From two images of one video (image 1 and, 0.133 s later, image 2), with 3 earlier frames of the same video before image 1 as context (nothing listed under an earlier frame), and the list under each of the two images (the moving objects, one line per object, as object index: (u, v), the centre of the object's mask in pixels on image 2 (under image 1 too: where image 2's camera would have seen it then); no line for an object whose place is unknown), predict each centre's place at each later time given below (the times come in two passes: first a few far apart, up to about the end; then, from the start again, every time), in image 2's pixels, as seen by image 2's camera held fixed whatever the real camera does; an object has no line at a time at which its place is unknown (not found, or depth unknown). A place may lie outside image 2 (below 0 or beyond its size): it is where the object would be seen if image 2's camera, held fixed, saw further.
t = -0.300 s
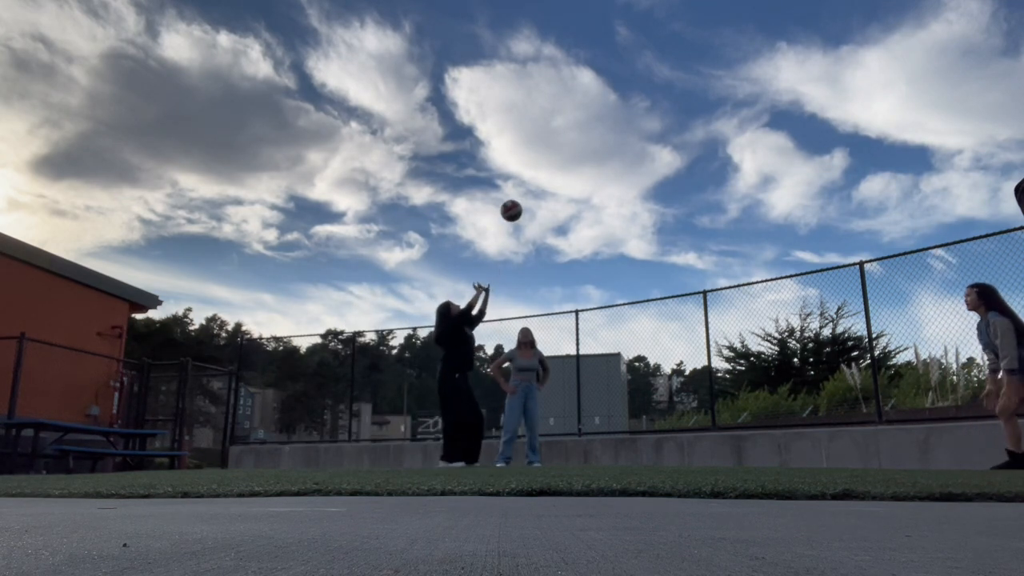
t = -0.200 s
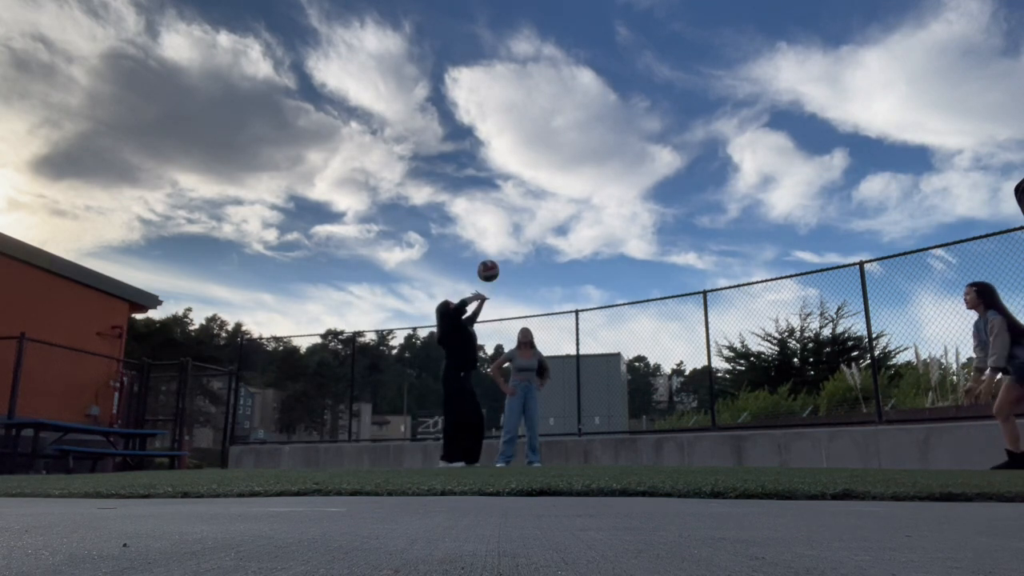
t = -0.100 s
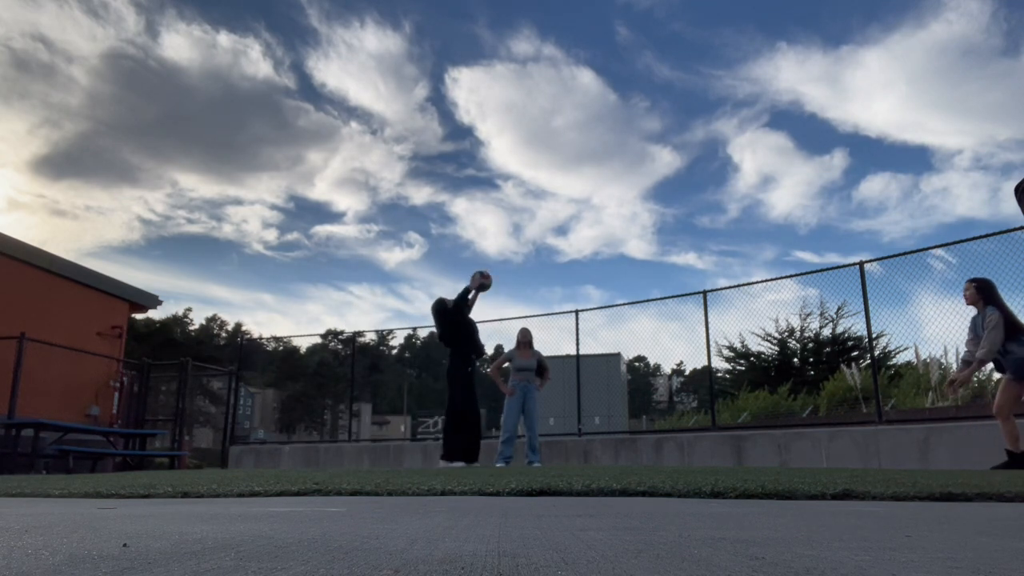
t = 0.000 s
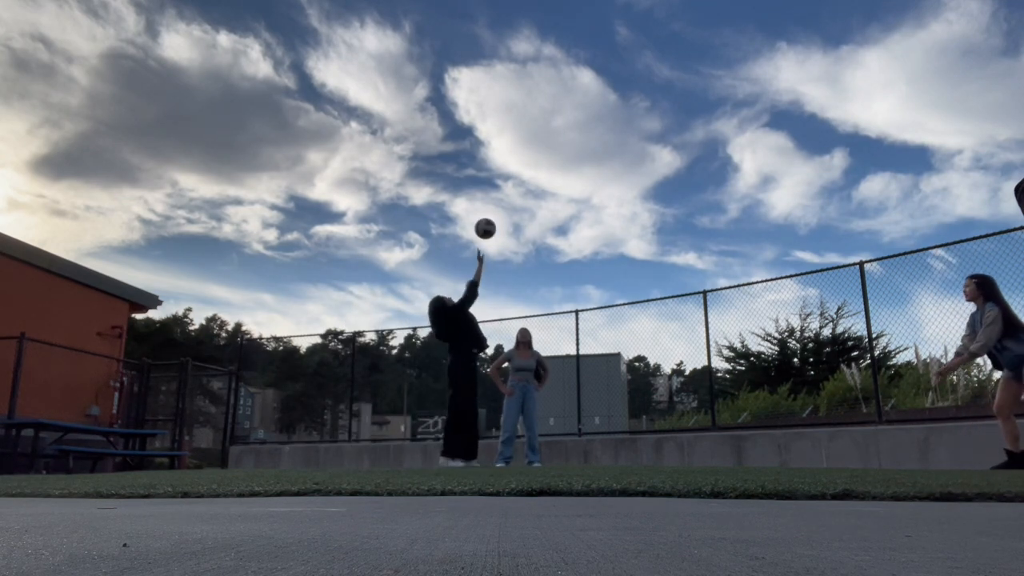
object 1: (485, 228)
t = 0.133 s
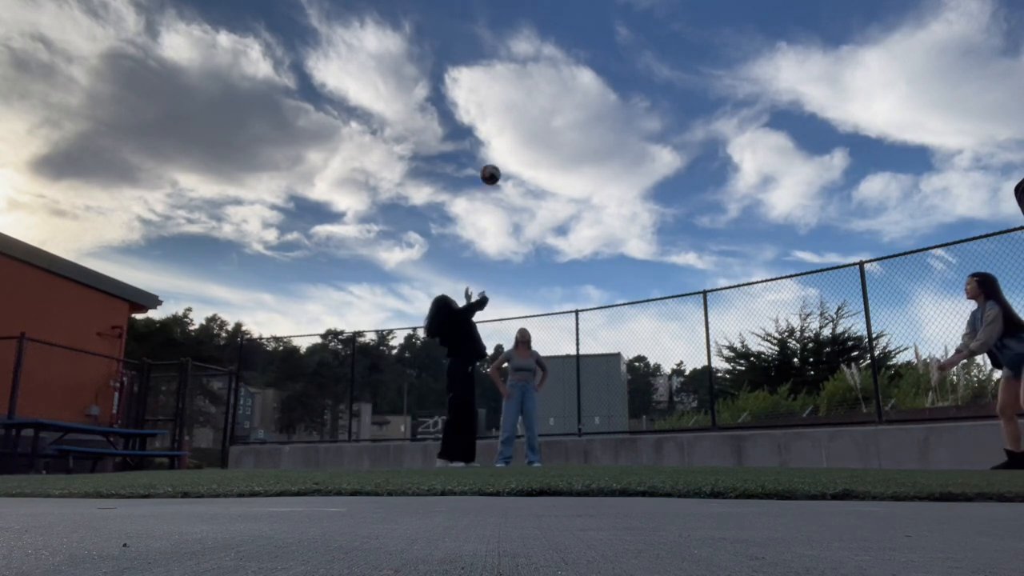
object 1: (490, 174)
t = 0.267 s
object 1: (495, 140)
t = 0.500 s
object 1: (505, 120)
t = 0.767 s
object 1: (516, 156)
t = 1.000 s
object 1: (529, 234)
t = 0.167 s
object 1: (491, 164)
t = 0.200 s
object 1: (492, 155)
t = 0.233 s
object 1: (494, 147)
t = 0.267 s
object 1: (495, 140)
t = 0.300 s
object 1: (496, 134)
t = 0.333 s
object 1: (498, 129)
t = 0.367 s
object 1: (499, 125)
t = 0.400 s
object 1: (501, 123)
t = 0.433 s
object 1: (502, 121)
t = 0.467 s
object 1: (503, 120)
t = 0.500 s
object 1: (505, 120)
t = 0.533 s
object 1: (506, 122)
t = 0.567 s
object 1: (507, 124)
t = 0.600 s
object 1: (509, 127)
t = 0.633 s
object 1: (510, 131)
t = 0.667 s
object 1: (512, 136)
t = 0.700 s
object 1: (514, 141)
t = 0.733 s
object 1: (515, 148)
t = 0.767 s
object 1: (516, 156)
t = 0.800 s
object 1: (518, 164)
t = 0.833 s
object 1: (520, 174)
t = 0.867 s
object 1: (521, 184)
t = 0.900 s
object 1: (523, 195)
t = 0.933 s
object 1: (525, 207)
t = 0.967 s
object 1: (527, 220)
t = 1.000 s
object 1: (529, 234)
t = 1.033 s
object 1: (530, 249)
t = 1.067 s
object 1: (532, 265)
